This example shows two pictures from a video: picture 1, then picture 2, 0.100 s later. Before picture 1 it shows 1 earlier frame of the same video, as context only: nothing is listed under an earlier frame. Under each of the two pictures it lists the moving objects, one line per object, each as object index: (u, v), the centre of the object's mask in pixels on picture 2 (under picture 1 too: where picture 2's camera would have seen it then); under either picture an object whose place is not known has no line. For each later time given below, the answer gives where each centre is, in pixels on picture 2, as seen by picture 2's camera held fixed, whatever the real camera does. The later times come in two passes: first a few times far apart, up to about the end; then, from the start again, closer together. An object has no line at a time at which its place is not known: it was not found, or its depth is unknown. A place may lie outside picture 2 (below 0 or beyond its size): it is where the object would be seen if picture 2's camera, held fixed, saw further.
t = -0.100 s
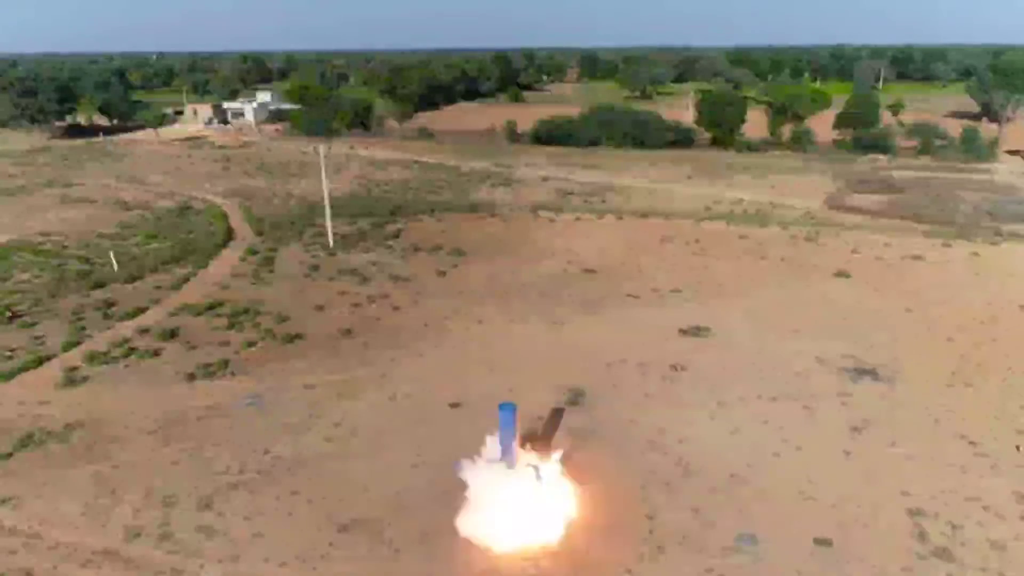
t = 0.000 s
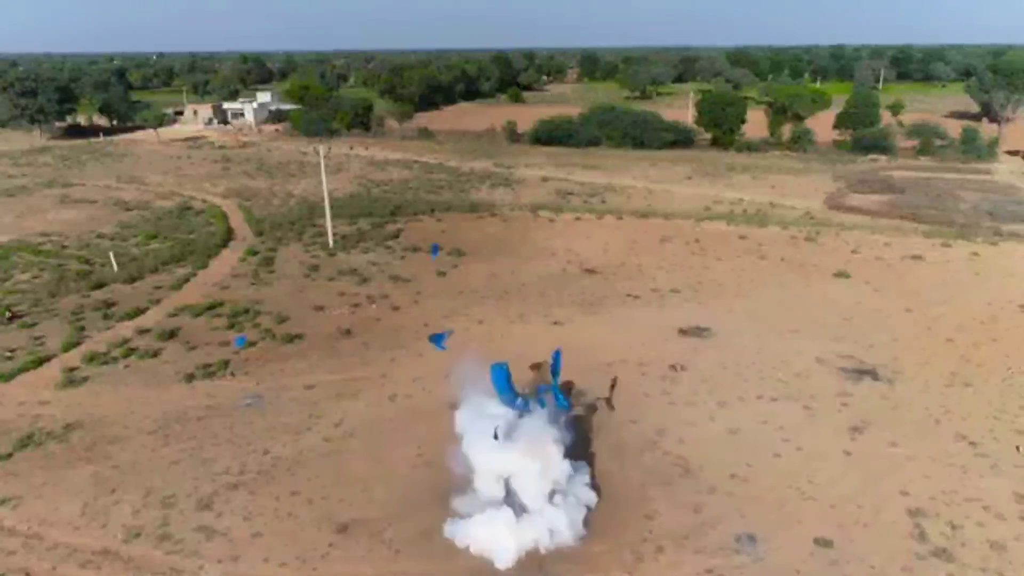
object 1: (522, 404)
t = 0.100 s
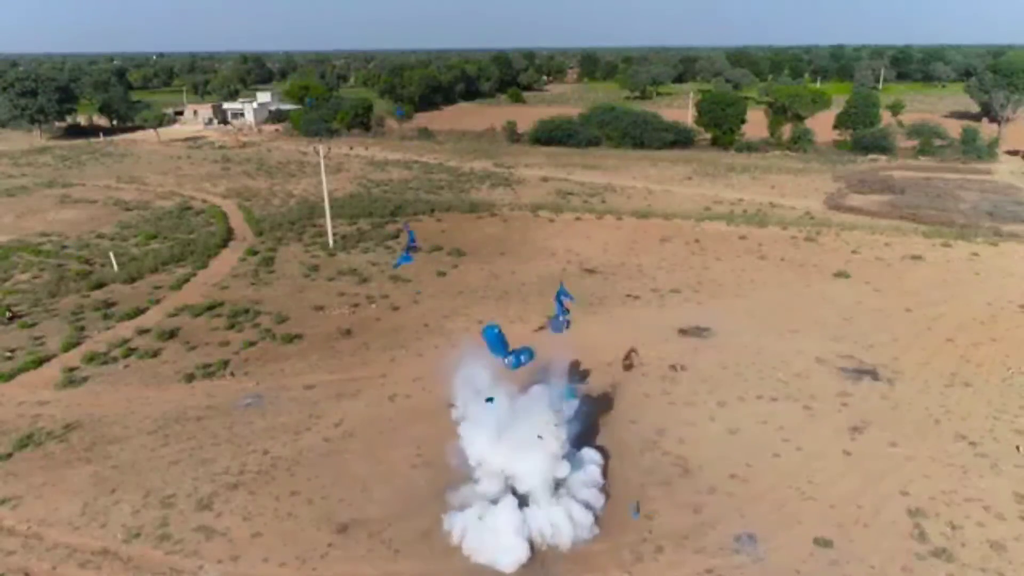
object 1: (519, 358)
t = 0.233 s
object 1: (525, 305)
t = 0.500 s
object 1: (536, 220)
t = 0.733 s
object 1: (544, 166)
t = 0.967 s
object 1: (552, 132)
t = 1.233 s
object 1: (560, 110)
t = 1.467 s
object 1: (567, 110)
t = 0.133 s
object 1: (520, 344)
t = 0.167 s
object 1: (522, 331)
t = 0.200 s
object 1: (523, 318)
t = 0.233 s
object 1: (525, 305)
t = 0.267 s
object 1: (526, 293)
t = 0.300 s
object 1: (527, 281)
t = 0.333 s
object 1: (528, 271)
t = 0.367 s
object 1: (530, 260)
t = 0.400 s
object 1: (532, 250)
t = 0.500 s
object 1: (536, 220)
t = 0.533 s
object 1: (536, 211)
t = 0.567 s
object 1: (538, 203)
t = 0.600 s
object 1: (539, 195)
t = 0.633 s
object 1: (539, 188)
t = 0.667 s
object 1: (541, 179)
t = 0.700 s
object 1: (543, 172)
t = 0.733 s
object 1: (544, 166)
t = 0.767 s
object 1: (545, 161)
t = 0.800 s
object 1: (546, 155)
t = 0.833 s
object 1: (547, 149)
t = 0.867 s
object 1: (548, 143)
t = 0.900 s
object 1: (549, 139)
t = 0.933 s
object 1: (550, 134)
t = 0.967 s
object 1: (552, 132)
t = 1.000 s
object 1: (554, 130)
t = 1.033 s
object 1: (554, 125)
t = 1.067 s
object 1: (556, 121)
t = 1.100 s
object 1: (557, 118)
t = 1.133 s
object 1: (558, 115)
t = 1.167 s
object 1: (559, 111)
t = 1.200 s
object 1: (559, 110)
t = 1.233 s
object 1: (560, 110)
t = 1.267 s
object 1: (561, 110)
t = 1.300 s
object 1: (563, 110)
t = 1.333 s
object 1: (564, 110)
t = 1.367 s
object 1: (565, 110)
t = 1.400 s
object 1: (566, 109)
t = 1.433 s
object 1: (567, 109)
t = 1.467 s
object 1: (567, 110)
